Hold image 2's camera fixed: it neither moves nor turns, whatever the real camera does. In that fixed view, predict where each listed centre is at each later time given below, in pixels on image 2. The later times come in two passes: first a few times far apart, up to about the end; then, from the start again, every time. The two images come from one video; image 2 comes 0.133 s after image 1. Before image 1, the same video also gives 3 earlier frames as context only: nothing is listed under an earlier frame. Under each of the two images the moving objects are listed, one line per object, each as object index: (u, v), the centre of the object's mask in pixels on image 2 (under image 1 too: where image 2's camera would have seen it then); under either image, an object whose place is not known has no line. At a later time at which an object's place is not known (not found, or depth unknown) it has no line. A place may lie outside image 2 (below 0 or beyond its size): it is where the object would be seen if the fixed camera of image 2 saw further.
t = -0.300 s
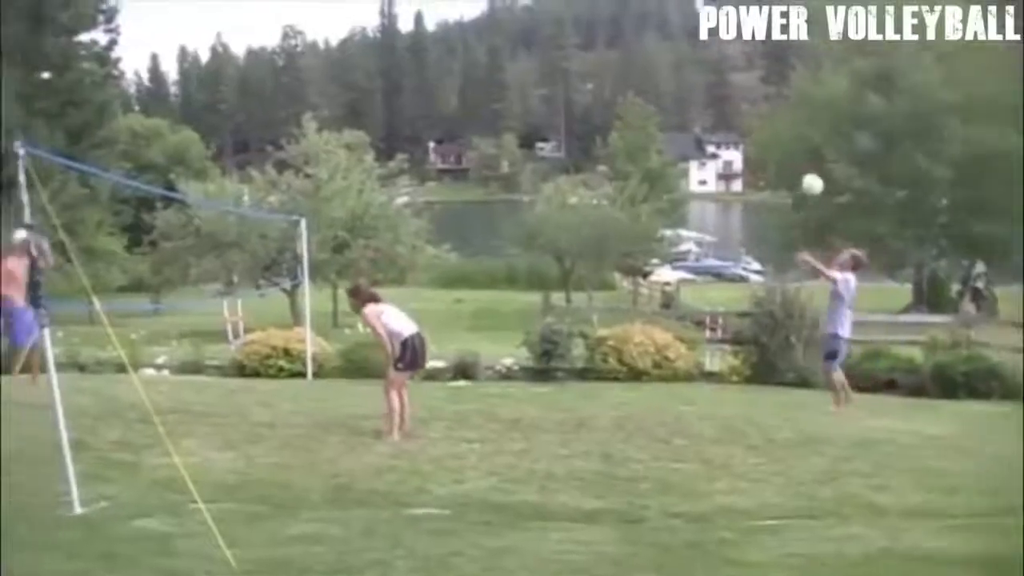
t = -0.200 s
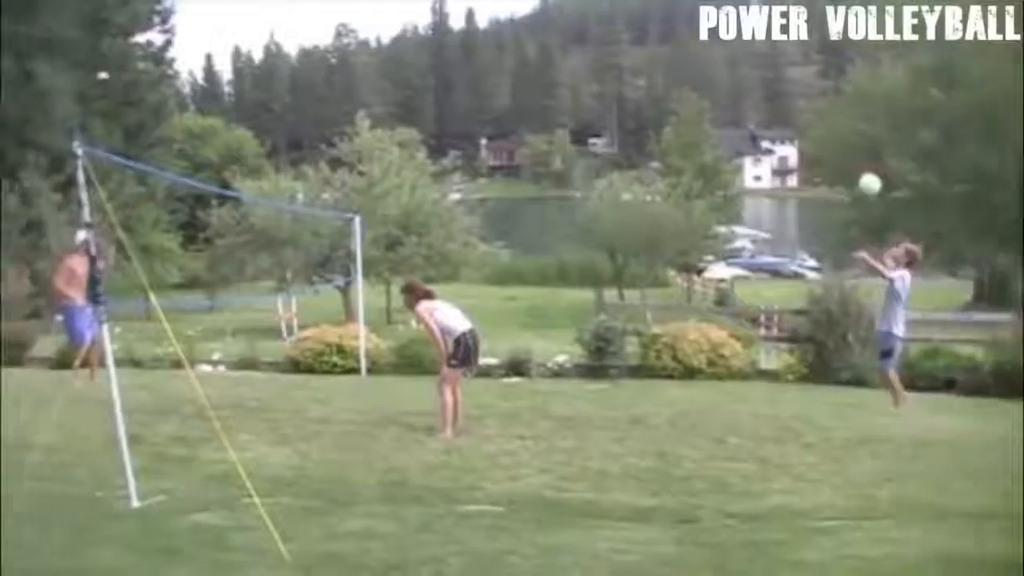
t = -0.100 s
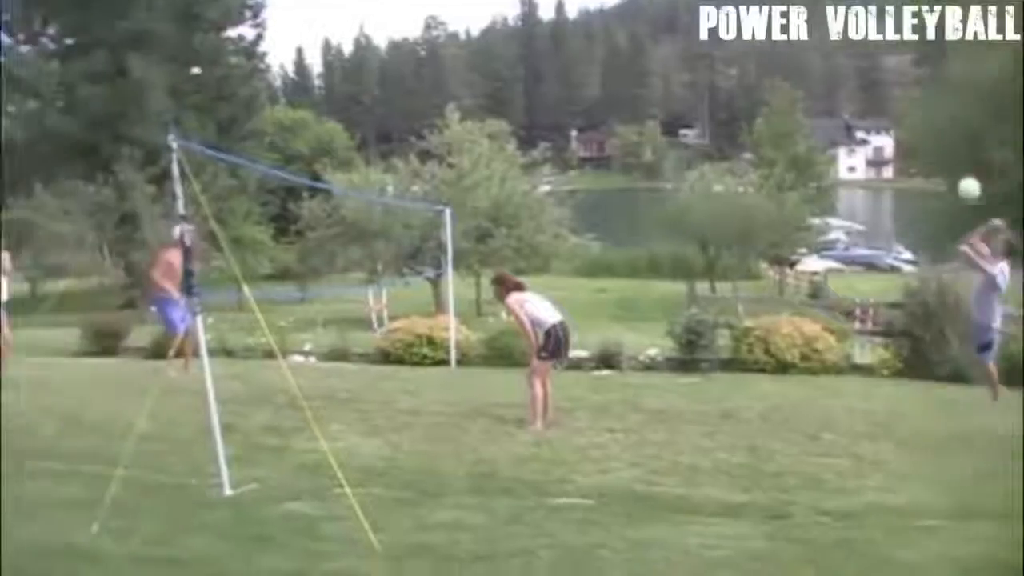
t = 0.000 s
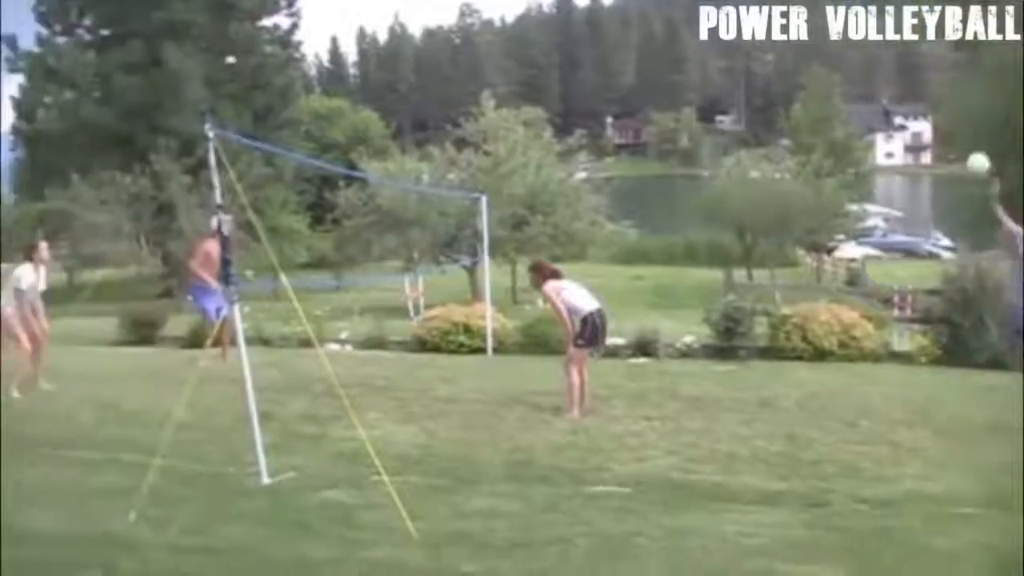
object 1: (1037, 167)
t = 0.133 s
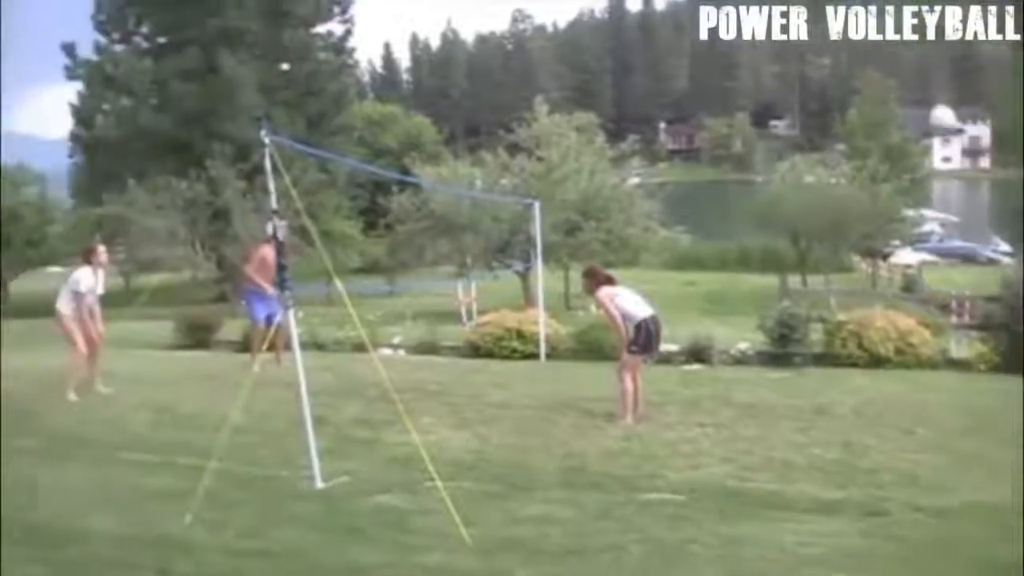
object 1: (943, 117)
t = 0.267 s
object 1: (840, 83)
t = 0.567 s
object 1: (593, 81)
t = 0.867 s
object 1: (340, 187)
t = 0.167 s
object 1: (917, 106)
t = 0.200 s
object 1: (892, 97)
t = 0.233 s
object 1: (866, 89)
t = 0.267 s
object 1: (840, 83)
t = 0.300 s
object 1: (814, 77)
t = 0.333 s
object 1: (787, 73)
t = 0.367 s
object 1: (760, 69)
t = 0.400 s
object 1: (734, 68)
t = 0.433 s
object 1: (706, 68)
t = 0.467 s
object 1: (678, 68)
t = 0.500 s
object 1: (650, 71)
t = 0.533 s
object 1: (621, 75)
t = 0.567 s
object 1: (593, 81)
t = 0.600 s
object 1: (564, 87)
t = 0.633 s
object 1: (536, 95)
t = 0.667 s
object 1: (508, 104)
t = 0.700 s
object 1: (479, 115)
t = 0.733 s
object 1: (451, 125)
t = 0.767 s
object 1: (424, 140)
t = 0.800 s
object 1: (396, 154)
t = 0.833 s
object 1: (368, 171)
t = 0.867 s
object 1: (340, 187)
